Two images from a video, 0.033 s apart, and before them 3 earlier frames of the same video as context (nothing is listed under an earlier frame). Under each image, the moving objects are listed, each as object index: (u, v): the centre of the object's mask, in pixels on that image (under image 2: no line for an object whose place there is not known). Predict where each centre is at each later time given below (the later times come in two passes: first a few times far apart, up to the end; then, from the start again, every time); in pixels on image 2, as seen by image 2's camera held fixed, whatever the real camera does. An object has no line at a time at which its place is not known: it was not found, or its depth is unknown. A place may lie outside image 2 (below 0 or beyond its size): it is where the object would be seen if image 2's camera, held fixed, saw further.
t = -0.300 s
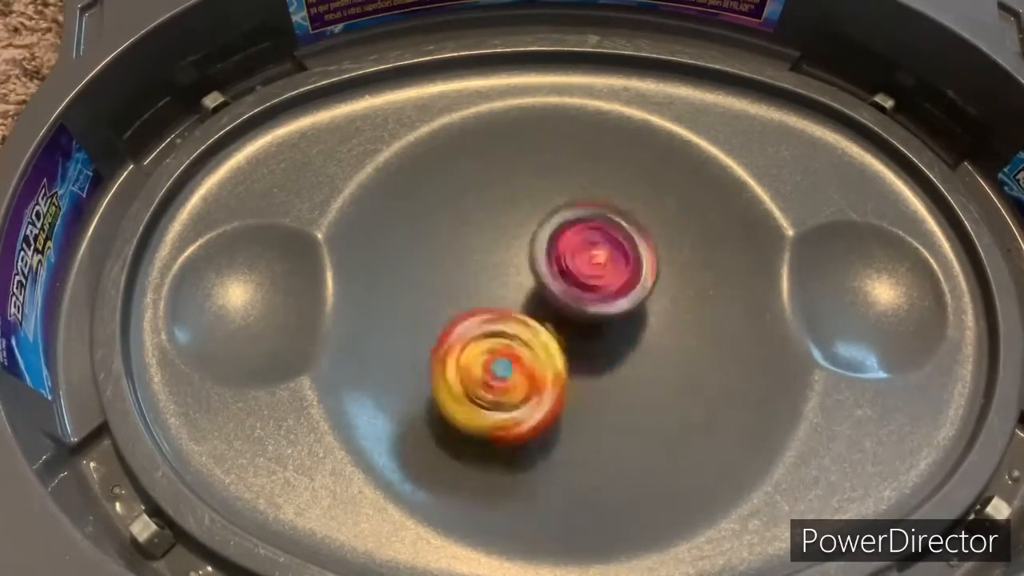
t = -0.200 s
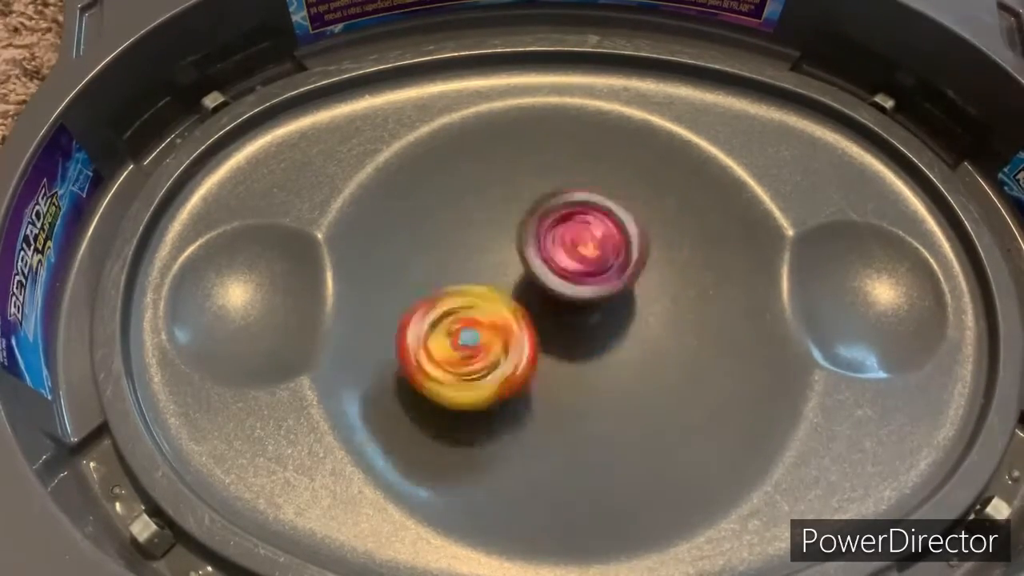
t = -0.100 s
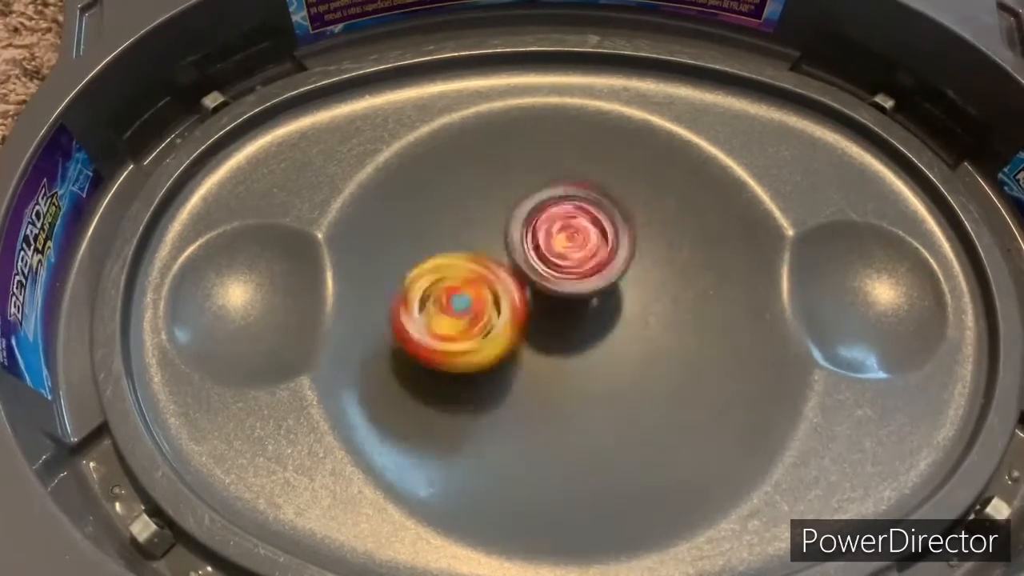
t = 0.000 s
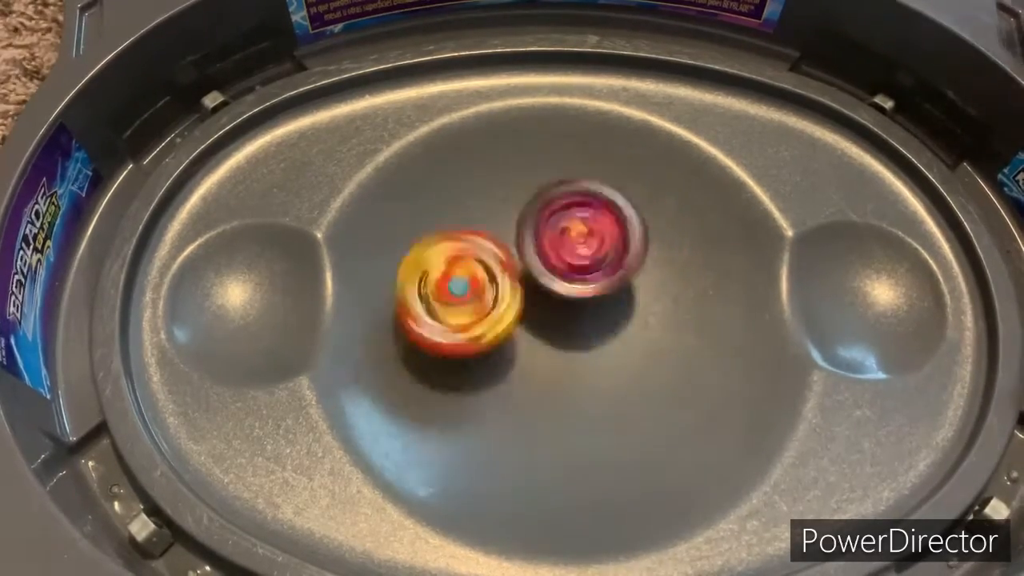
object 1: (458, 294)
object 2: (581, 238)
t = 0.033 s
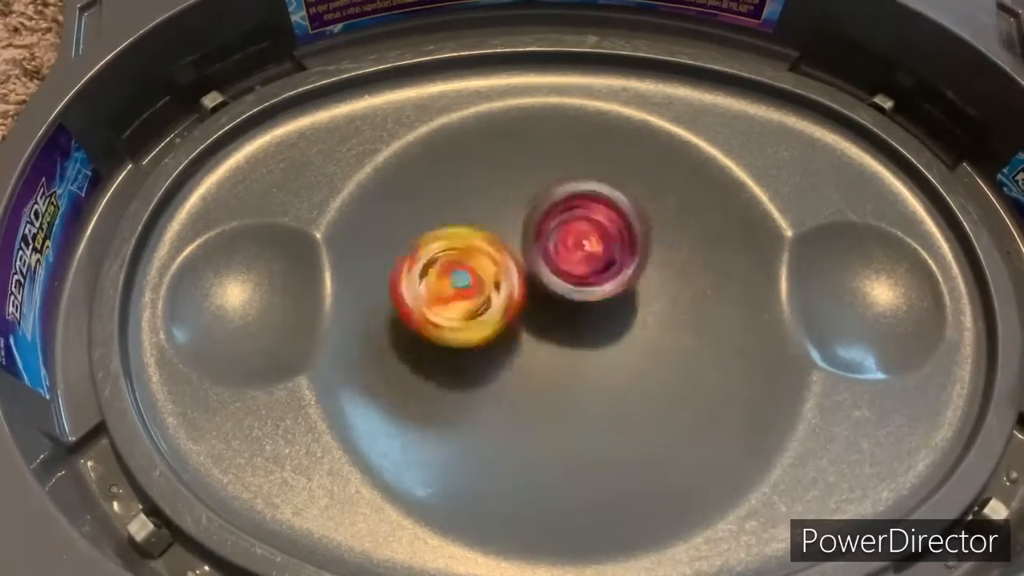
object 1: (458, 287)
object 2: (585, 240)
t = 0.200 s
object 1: (483, 256)
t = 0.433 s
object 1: (504, 262)
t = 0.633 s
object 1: (504, 247)
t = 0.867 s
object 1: (514, 226)
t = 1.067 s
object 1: (528, 216)
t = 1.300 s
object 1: (555, 232)
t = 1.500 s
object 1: (545, 244)
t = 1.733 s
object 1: (548, 239)
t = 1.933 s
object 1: (553, 241)
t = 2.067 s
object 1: (559, 237)
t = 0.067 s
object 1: (457, 279)
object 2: (596, 244)
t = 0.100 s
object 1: (458, 271)
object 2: (602, 248)
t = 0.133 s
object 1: (462, 264)
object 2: (605, 250)
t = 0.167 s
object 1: (471, 259)
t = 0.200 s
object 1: (483, 256)
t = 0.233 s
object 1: (493, 255)
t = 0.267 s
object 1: (498, 256)
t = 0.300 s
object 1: (504, 259)
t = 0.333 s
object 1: (507, 260)
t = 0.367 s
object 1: (508, 260)
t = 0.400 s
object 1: (505, 259)
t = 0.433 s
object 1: (504, 262)
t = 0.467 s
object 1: (507, 259)
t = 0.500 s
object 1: (507, 262)
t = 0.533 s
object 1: (506, 261)
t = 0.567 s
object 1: (504, 255)
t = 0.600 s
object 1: (505, 251)
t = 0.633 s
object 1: (504, 247)
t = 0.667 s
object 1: (502, 242)
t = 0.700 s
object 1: (499, 233)
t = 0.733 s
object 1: (498, 229)
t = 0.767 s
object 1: (503, 228)
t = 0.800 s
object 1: (507, 223)
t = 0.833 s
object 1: (507, 224)
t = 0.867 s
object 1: (514, 226)
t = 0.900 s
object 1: (521, 225)
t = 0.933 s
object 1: (524, 220)
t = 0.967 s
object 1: (524, 219)
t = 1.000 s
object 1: (528, 218)
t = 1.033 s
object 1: (527, 216)
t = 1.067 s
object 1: (528, 216)
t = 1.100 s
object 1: (527, 218)
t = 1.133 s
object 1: (534, 223)
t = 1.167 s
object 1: (542, 224)
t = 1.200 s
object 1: (550, 229)
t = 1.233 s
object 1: (553, 231)
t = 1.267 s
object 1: (555, 231)
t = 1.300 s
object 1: (555, 232)
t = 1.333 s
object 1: (554, 232)
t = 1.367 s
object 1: (554, 233)
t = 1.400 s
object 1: (552, 235)
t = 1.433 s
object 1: (547, 236)
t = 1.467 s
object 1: (544, 240)
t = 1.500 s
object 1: (545, 244)
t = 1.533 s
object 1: (547, 246)
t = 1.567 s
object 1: (554, 251)
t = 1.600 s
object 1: (554, 249)
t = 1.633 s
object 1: (553, 246)
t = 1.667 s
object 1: (550, 244)
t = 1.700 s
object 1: (549, 242)
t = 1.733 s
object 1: (548, 239)
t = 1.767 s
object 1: (547, 232)
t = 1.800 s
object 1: (547, 228)
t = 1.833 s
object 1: (548, 229)
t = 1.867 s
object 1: (550, 232)
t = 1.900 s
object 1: (552, 236)
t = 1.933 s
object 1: (553, 241)
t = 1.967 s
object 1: (553, 244)
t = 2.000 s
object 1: (554, 243)
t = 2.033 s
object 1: (557, 239)
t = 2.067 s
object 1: (559, 237)
